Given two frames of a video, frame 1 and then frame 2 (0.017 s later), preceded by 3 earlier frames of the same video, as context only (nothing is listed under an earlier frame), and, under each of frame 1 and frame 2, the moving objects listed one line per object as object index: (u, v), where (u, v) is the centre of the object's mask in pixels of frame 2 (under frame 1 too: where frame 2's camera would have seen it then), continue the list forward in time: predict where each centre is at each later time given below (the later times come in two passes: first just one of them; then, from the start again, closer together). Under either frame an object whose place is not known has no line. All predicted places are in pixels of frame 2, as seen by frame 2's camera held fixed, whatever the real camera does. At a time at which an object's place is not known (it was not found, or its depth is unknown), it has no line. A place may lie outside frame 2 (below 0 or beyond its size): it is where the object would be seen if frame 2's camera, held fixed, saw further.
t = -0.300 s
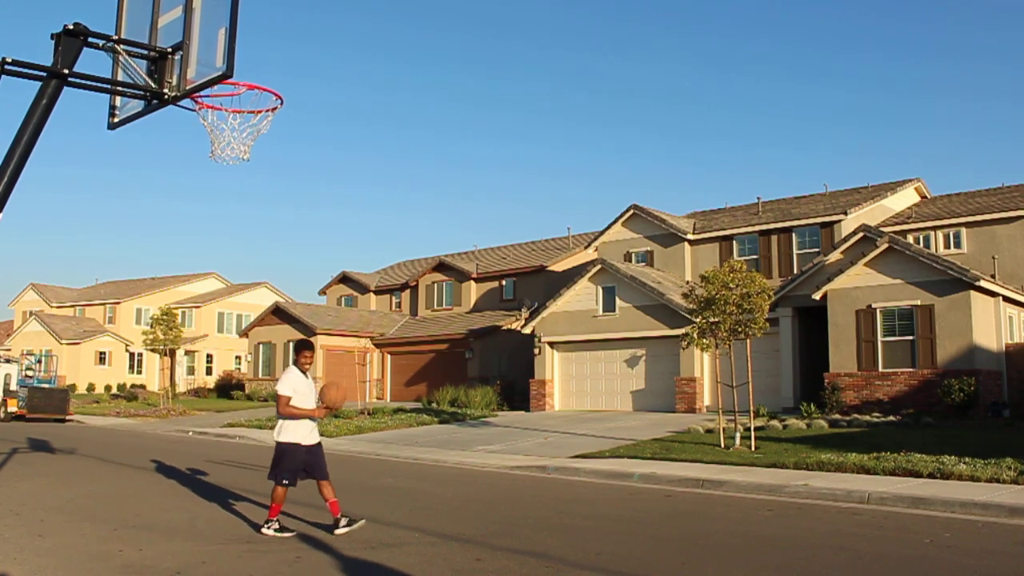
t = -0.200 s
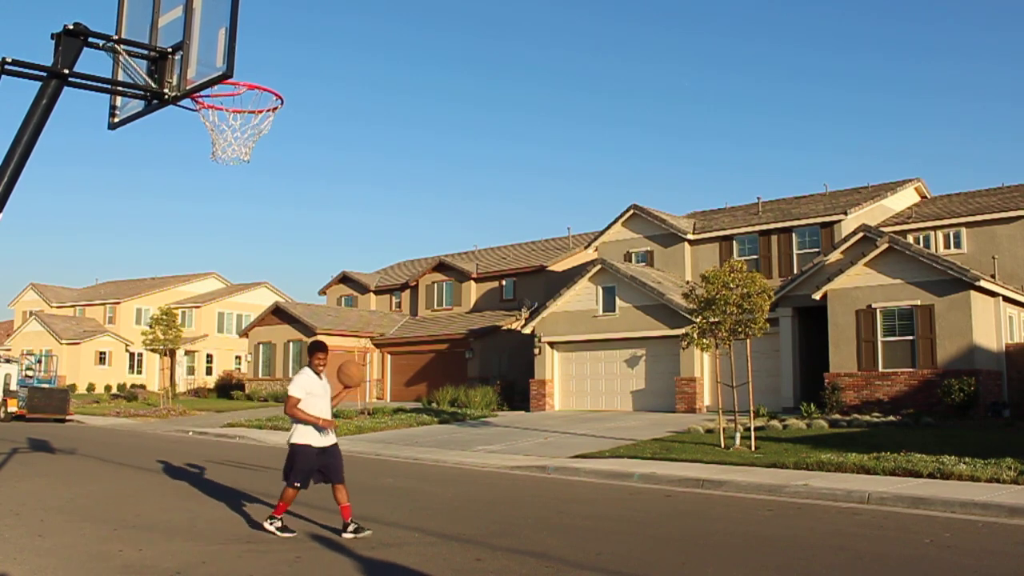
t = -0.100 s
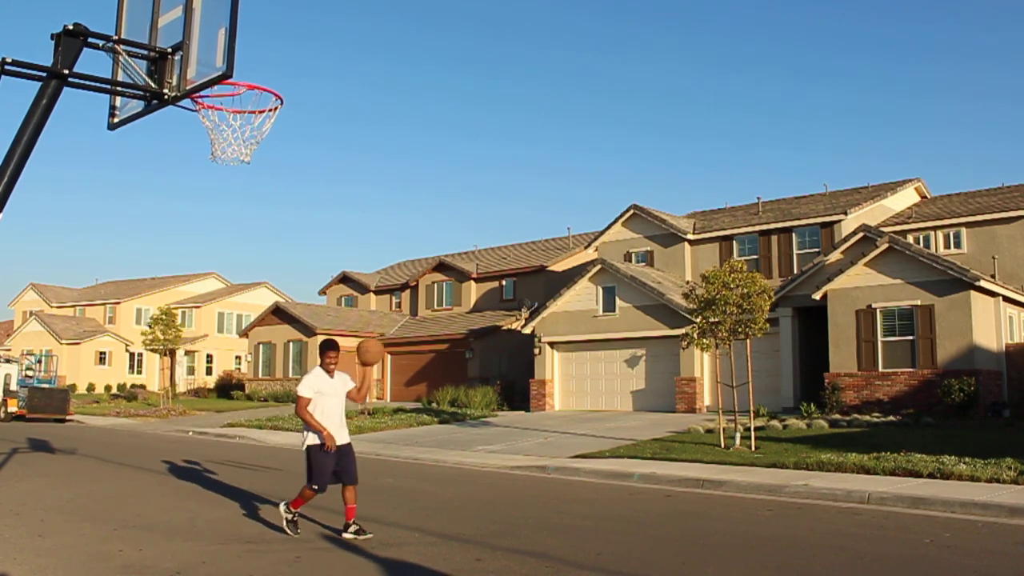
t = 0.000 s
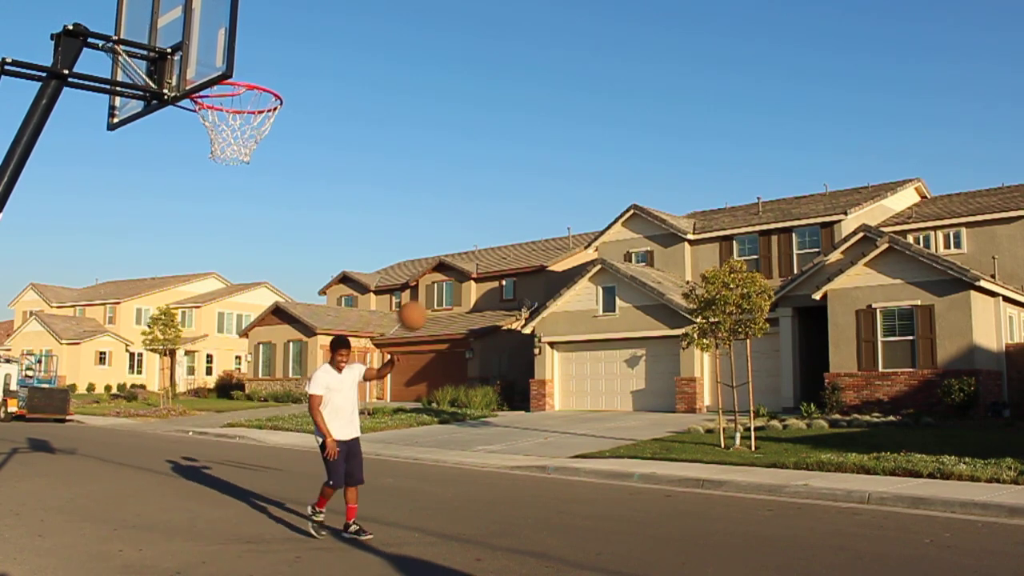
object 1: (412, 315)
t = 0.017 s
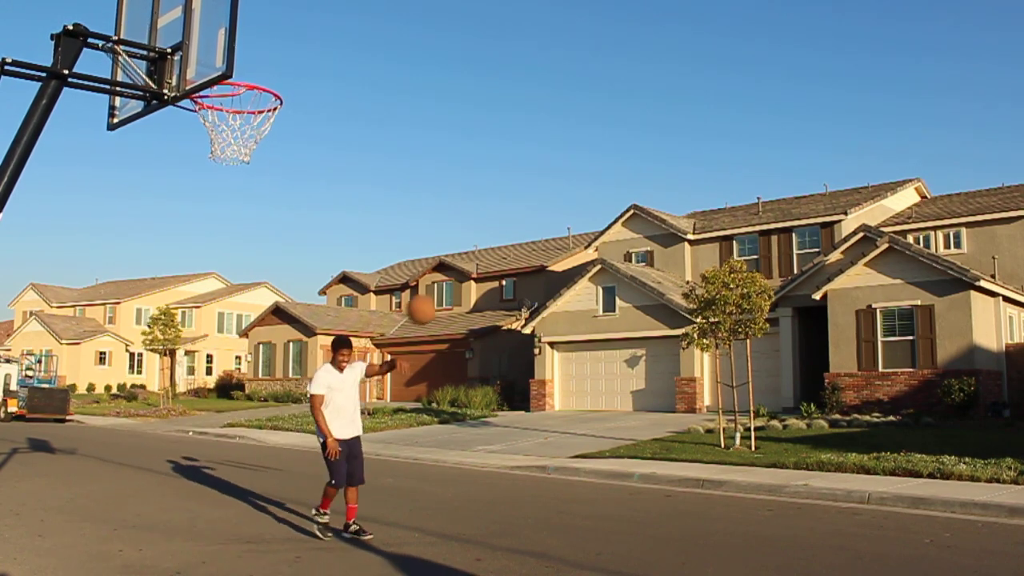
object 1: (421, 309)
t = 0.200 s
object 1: (541, 253)
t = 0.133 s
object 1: (492, 271)
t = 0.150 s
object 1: (504, 266)
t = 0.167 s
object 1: (517, 261)
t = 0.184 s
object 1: (529, 257)
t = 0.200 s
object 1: (541, 253)
